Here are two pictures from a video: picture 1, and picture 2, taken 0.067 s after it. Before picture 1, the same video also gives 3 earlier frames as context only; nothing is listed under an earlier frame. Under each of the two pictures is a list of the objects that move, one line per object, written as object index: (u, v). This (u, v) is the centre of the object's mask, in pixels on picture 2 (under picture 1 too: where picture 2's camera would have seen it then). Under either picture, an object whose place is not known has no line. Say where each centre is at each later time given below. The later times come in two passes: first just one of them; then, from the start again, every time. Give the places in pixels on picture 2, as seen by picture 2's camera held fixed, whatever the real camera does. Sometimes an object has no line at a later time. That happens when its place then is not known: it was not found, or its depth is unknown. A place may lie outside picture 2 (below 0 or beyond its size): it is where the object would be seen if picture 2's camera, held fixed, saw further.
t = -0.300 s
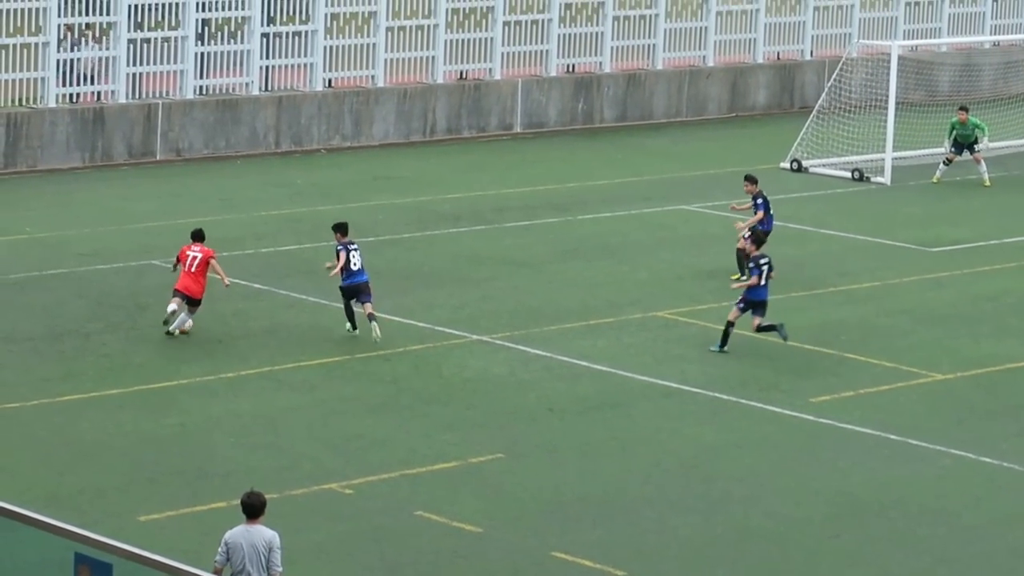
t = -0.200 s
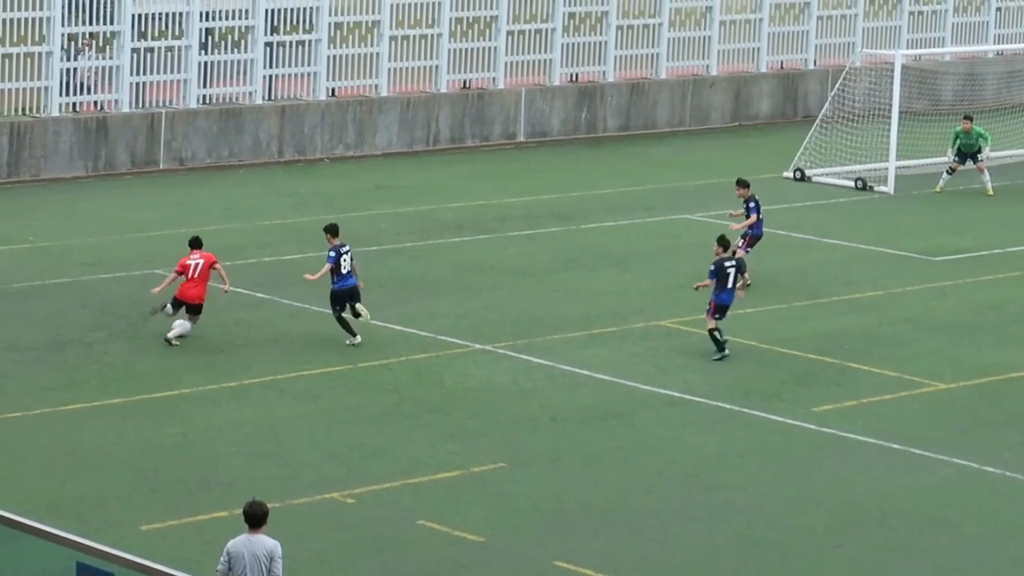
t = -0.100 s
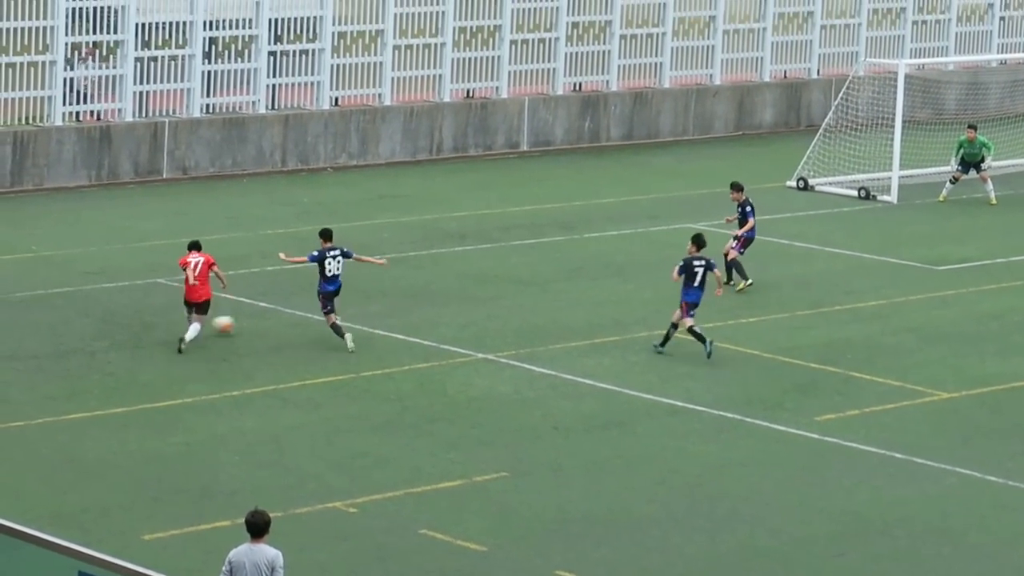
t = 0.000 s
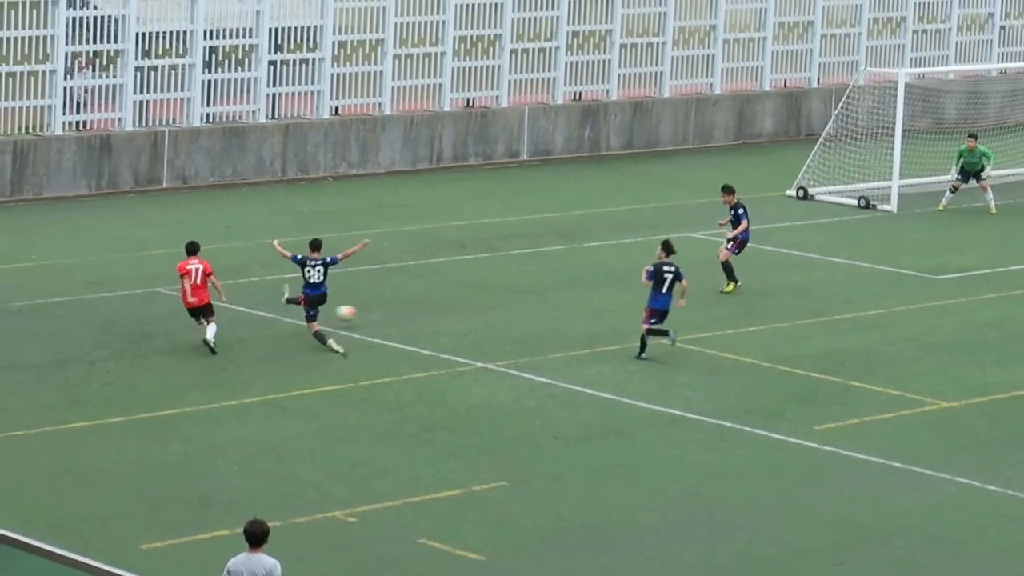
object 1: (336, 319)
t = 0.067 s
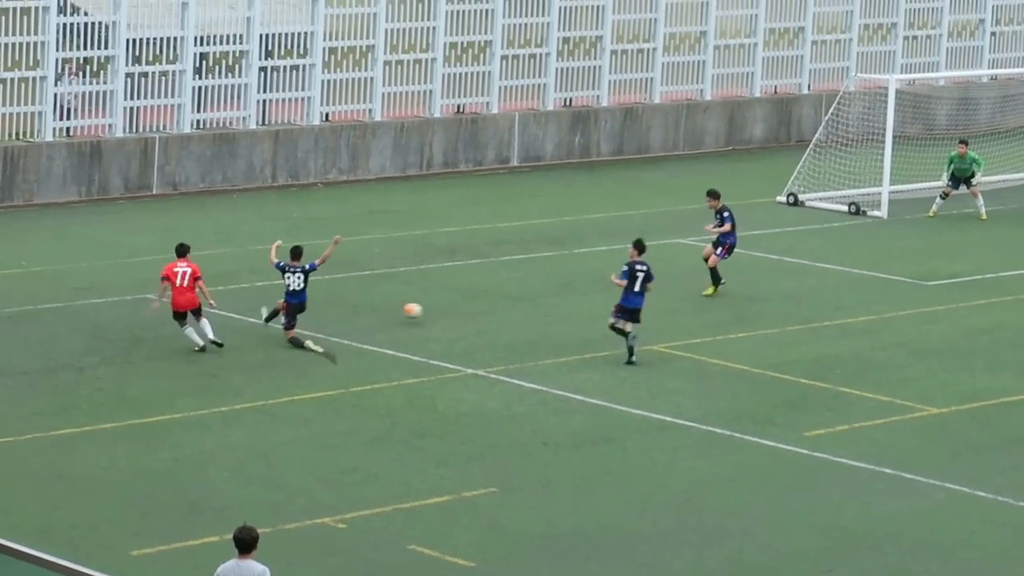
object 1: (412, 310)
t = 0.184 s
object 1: (536, 301)
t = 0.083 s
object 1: (431, 309)
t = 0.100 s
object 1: (449, 307)
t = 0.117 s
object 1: (467, 307)
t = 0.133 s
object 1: (485, 307)
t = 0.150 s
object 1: (502, 306)
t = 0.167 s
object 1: (519, 304)
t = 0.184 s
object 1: (536, 301)
